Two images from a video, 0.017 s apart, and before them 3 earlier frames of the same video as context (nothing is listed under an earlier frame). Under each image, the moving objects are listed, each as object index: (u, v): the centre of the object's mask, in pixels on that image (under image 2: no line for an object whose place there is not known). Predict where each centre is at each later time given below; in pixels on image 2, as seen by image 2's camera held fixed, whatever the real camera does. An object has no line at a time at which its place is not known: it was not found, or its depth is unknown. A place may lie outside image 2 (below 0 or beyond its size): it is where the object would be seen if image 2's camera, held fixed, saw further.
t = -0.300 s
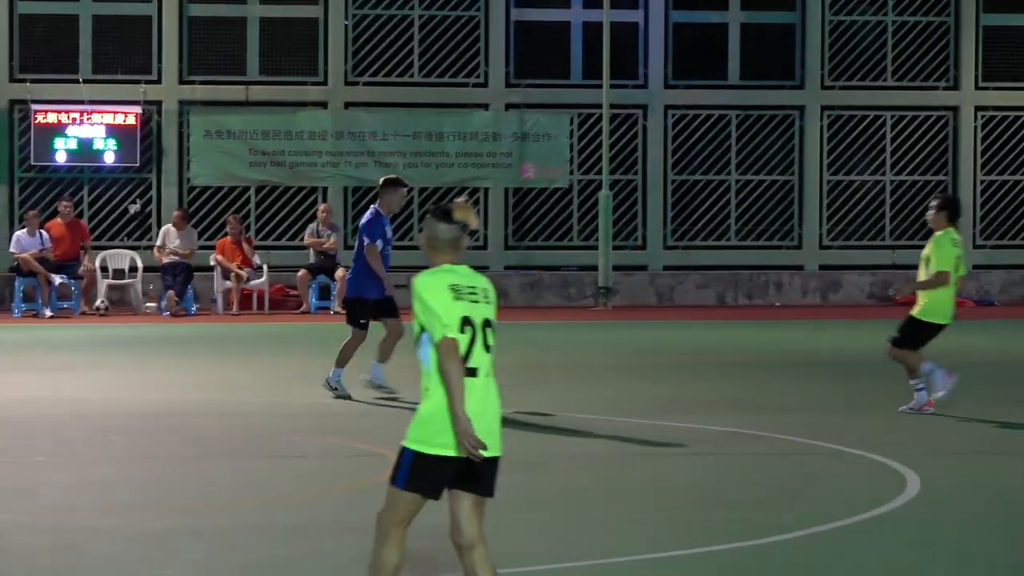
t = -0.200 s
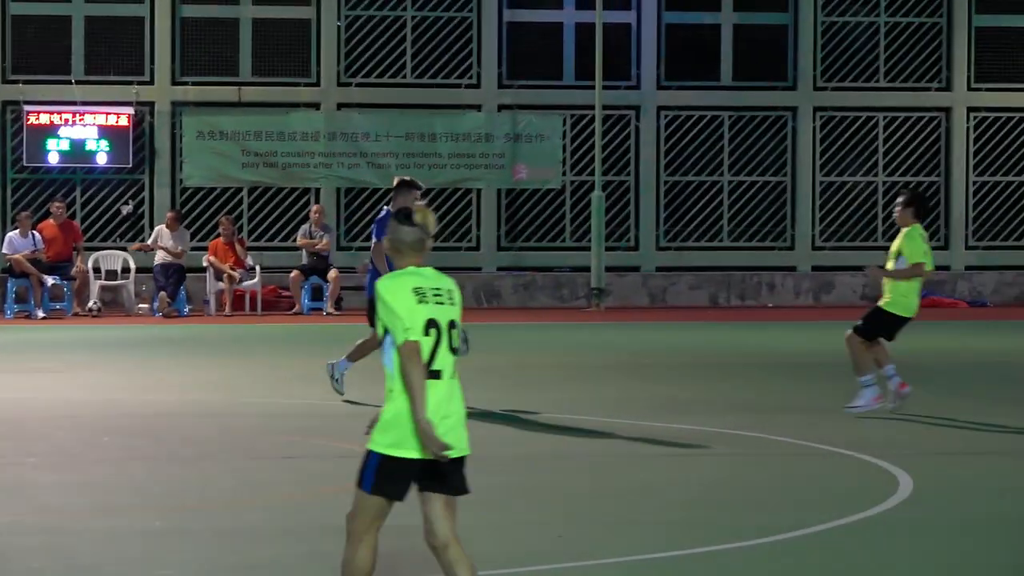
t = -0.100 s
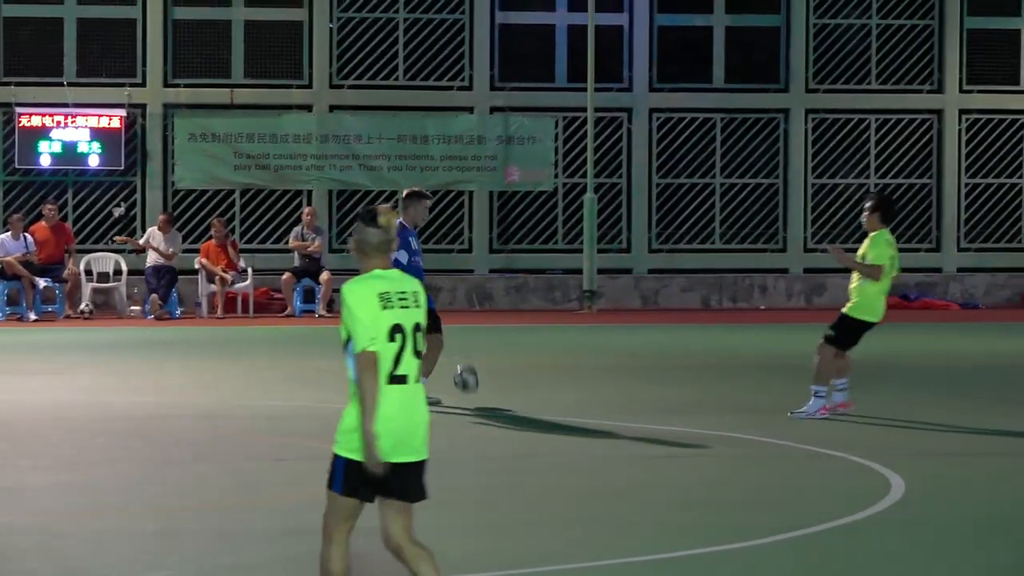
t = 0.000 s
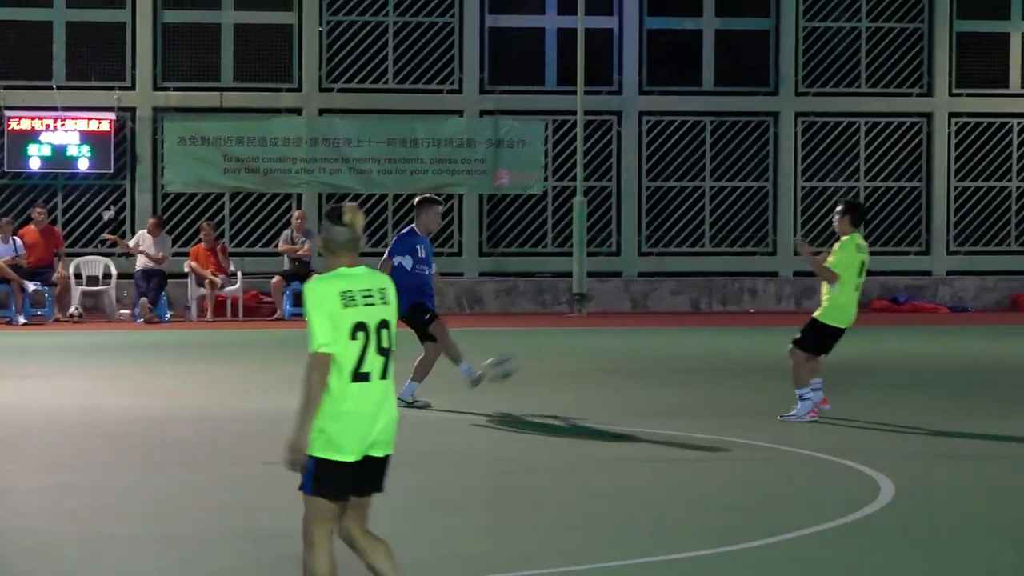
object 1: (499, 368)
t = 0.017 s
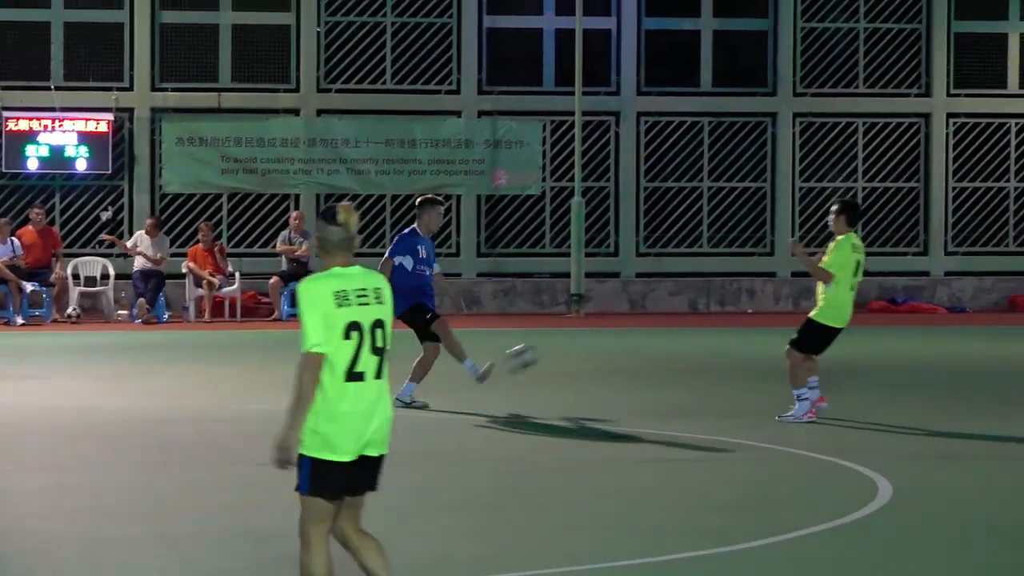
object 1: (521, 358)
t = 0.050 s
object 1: (568, 338)
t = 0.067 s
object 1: (593, 327)
